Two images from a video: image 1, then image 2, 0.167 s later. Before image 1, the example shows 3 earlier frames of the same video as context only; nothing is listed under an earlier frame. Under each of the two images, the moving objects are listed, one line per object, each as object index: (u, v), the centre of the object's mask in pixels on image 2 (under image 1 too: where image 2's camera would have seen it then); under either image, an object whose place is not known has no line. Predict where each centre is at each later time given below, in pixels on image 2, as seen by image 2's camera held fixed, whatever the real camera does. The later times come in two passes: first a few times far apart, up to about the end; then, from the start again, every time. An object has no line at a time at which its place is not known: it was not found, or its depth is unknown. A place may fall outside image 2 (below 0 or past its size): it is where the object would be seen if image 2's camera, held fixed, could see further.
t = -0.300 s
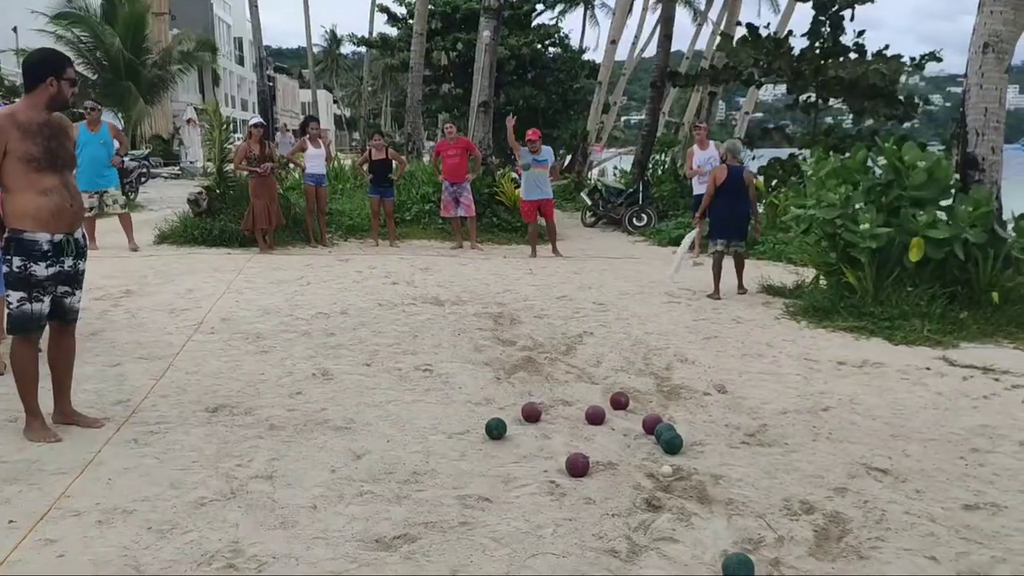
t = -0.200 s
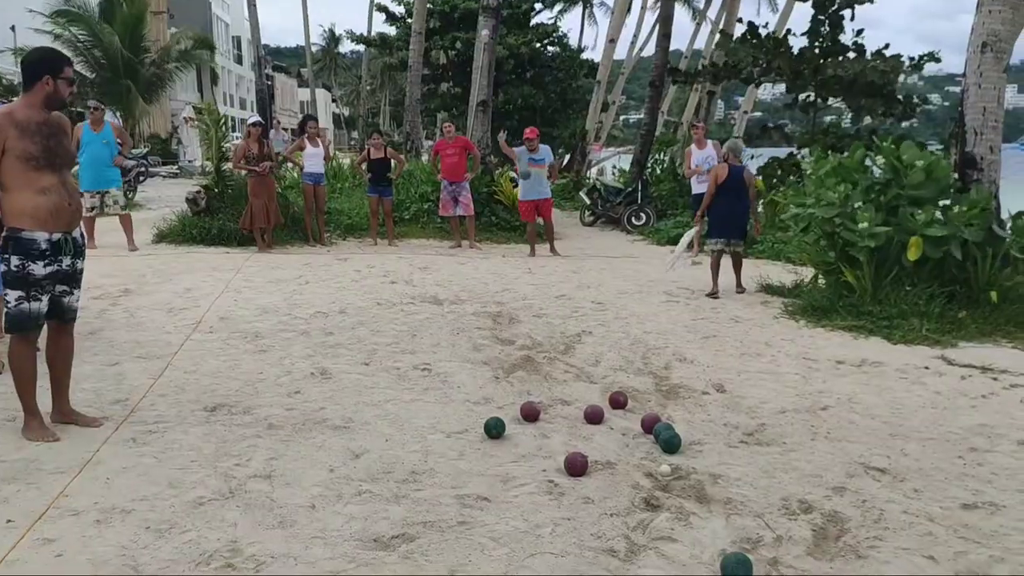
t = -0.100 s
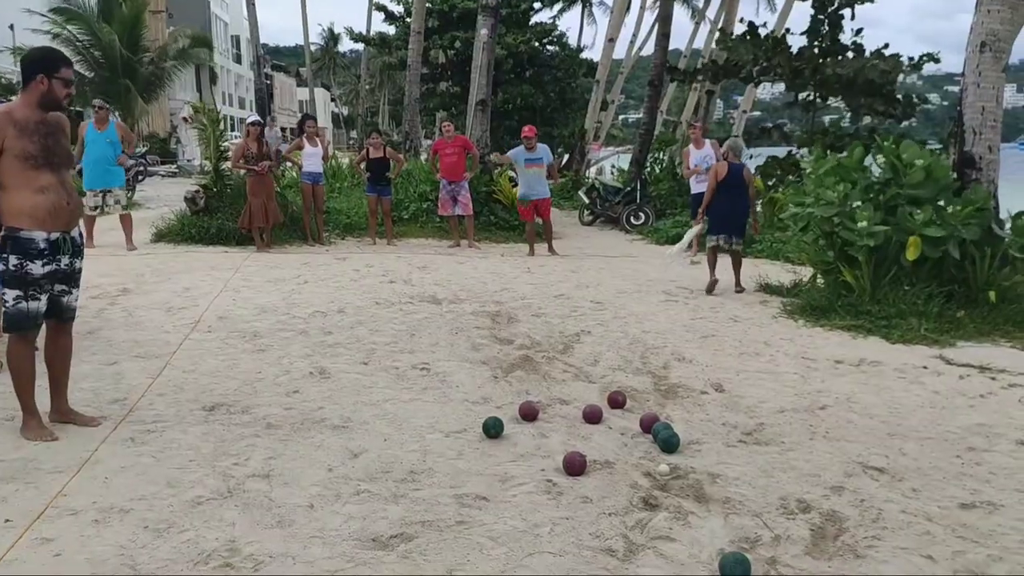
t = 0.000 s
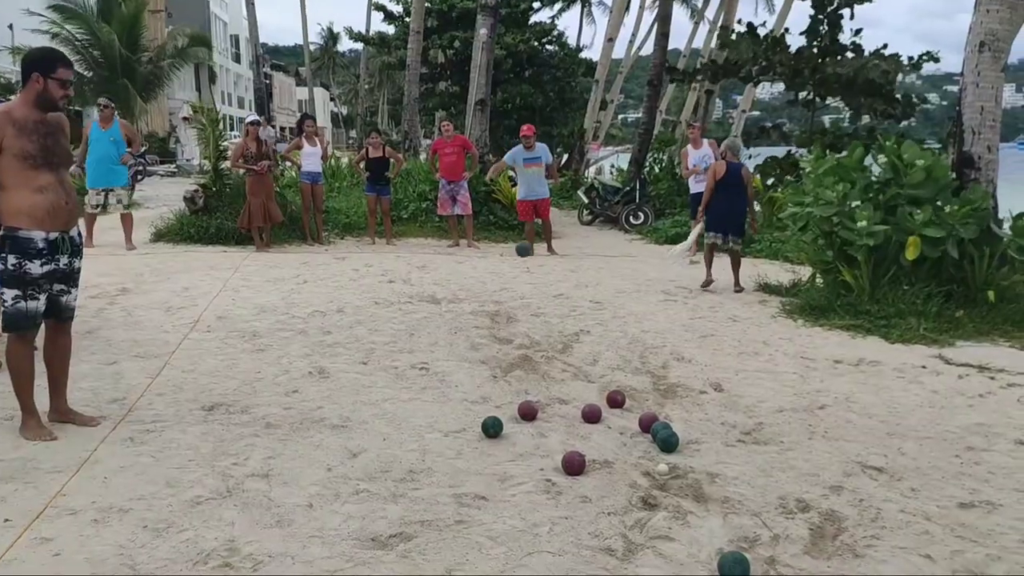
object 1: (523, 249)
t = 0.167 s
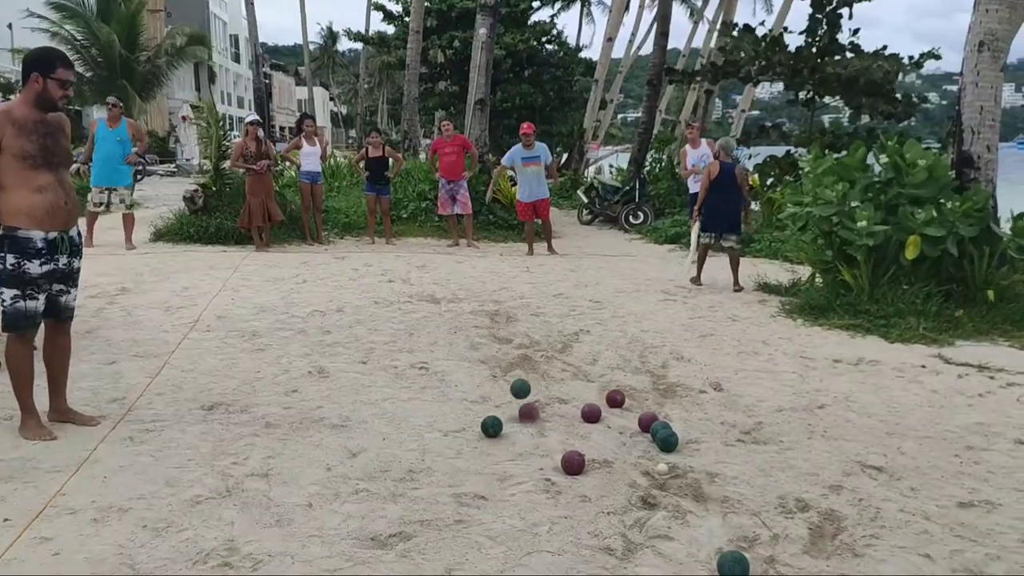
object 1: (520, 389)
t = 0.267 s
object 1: (499, 394)
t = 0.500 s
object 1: (437, 499)
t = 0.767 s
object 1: (395, 561)
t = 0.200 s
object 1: (513, 388)
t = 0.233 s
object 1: (507, 390)
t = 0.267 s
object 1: (499, 394)
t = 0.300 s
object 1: (491, 401)
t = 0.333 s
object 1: (483, 411)
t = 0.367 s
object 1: (474, 425)
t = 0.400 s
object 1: (465, 442)
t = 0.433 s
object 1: (455, 463)
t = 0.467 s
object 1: (444, 490)
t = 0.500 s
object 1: (437, 499)
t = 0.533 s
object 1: (431, 502)
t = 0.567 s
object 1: (425, 507)
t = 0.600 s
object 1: (420, 515)
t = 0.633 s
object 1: (414, 523)
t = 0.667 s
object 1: (409, 538)
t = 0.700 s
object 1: (404, 549)
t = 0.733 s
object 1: (399, 556)
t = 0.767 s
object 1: (395, 561)
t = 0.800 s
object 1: (392, 565)
